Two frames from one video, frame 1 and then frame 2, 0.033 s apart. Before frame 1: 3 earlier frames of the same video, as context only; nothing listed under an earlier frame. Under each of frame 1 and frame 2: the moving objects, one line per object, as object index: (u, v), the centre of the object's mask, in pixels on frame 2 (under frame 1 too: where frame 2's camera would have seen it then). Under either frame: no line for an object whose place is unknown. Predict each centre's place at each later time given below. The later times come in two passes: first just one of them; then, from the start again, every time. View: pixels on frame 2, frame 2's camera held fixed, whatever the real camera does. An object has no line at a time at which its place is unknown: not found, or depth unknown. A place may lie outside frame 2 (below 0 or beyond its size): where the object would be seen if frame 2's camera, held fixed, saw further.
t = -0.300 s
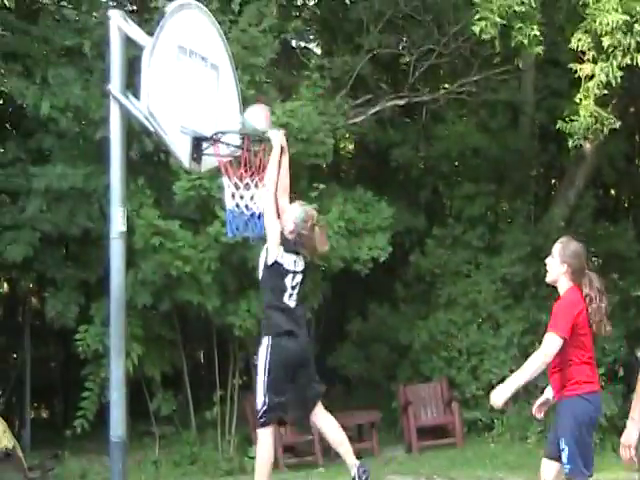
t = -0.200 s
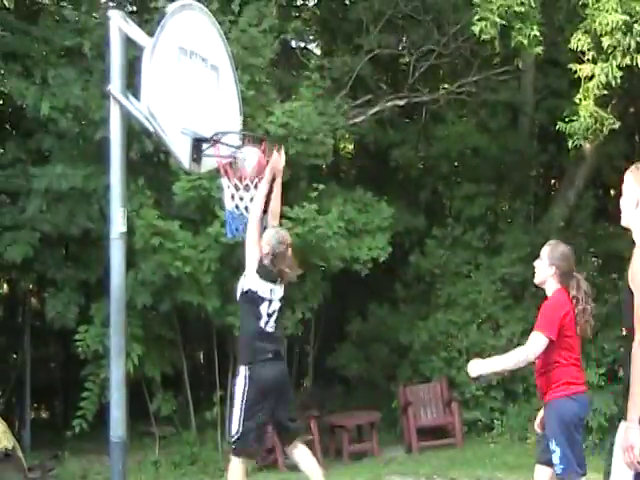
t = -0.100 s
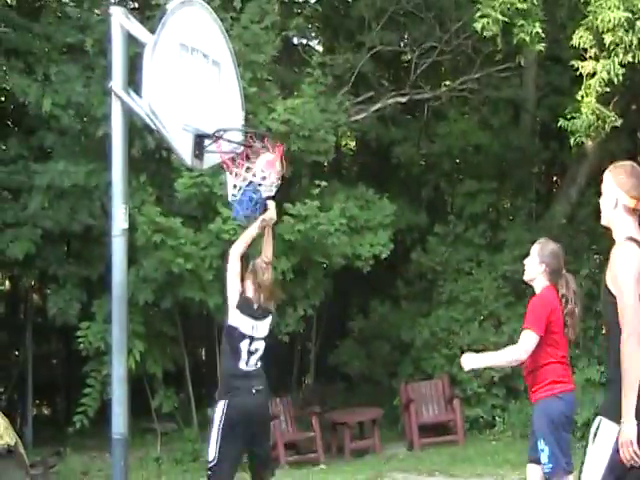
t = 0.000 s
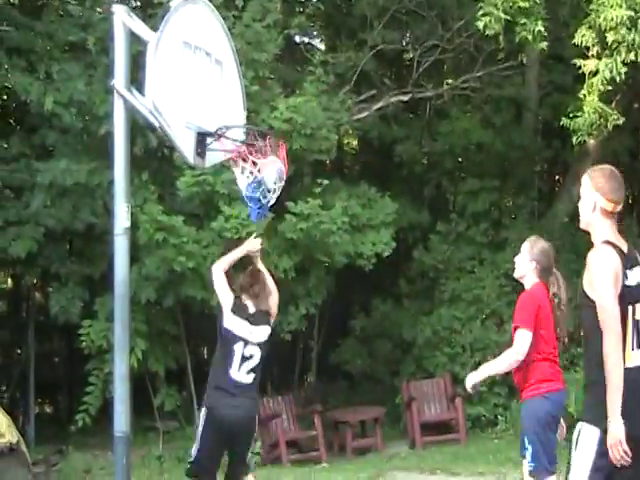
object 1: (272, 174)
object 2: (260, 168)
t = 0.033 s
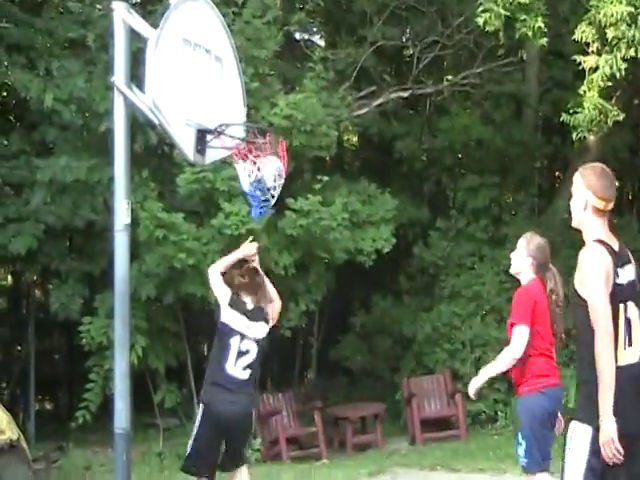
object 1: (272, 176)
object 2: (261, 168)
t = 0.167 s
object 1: (261, 184)
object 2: (259, 173)
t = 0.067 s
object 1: (271, 178)
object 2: (262, 171)
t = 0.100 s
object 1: (269, 179)
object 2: (261, 170)
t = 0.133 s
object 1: (267, 180)
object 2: (261, 174)
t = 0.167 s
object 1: (261, 184)
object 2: (259, 173)
